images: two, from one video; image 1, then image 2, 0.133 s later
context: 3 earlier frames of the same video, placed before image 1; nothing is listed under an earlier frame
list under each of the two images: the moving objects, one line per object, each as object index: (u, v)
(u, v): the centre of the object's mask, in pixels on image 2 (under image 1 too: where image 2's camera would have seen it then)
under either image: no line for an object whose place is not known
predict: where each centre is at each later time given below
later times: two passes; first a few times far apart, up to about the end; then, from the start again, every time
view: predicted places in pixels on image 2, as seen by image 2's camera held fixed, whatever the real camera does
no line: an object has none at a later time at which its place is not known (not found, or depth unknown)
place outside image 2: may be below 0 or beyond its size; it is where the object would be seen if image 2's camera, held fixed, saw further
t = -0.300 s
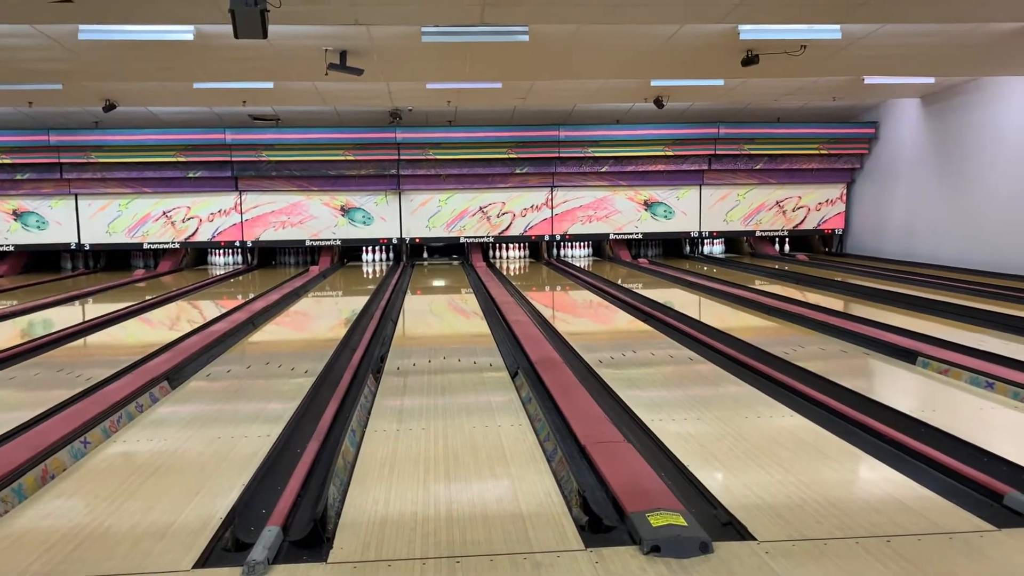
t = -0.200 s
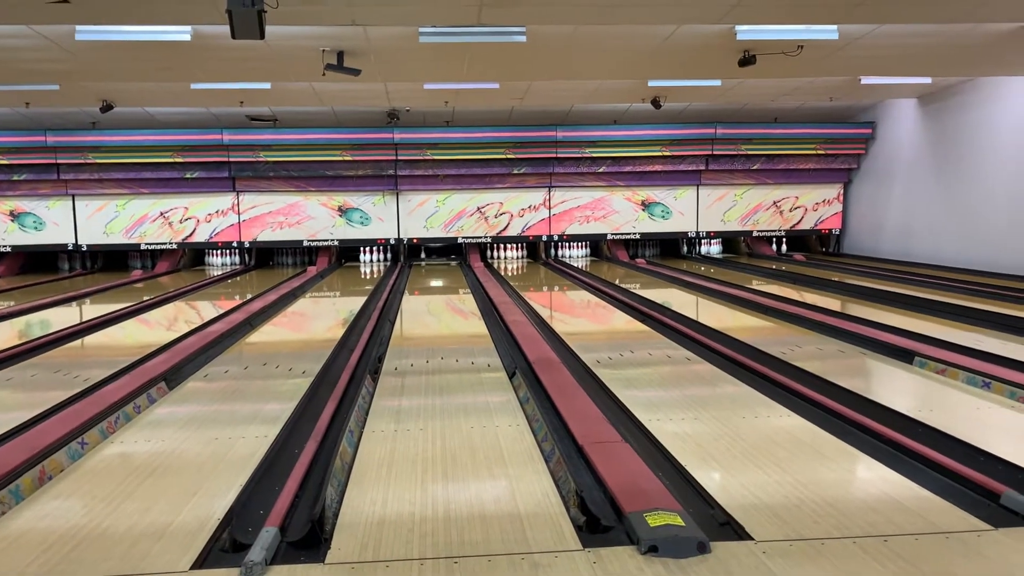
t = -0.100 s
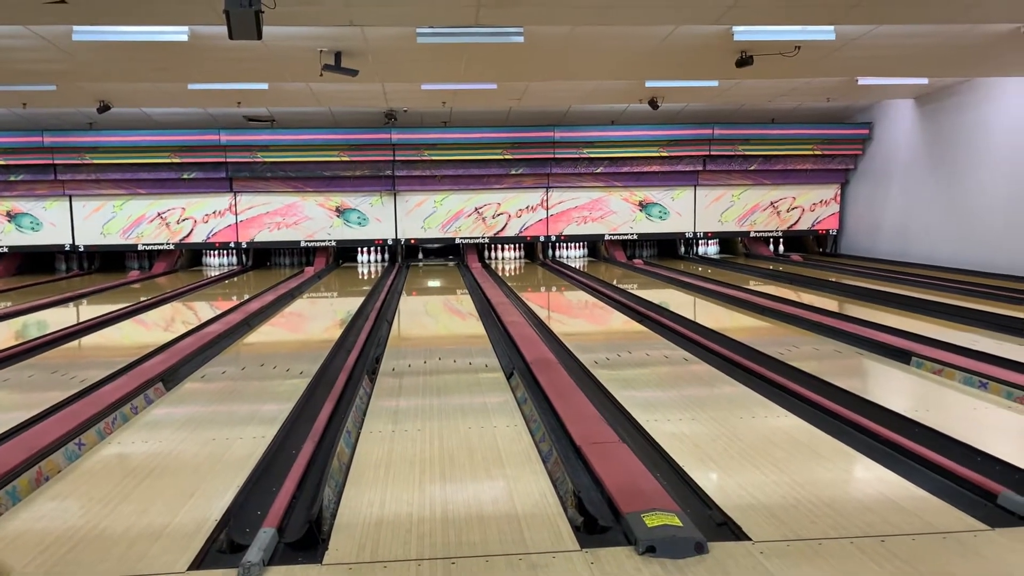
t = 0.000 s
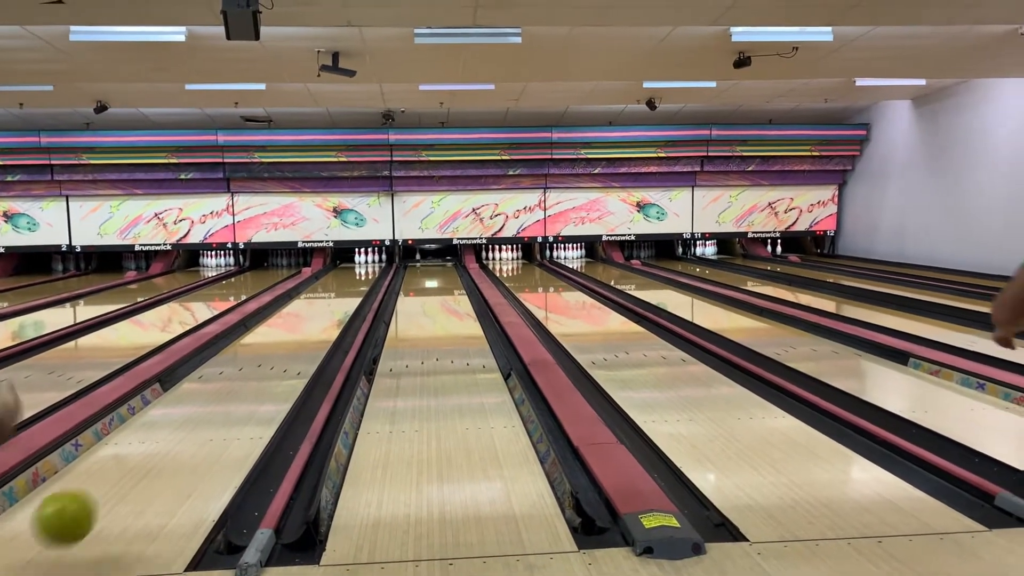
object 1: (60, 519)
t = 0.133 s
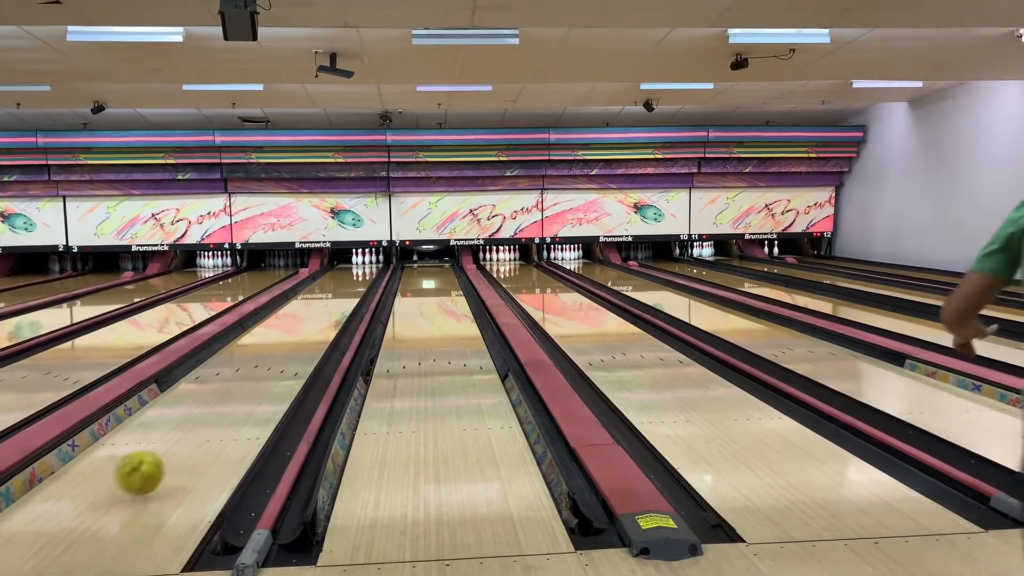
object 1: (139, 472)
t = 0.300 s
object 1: (199, 421)
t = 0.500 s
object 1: (243, 377)
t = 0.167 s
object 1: (155, 466)
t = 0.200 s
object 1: (168, 451)
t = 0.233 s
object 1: (179, 441)
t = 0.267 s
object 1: (190, 431)
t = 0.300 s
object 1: (199, 421)
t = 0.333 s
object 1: (208, 412)
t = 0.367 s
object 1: (216, 405)
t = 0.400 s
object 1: (223, 397)
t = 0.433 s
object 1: (230, 390)
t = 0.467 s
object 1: (237, 383)
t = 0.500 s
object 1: (243, 377)
